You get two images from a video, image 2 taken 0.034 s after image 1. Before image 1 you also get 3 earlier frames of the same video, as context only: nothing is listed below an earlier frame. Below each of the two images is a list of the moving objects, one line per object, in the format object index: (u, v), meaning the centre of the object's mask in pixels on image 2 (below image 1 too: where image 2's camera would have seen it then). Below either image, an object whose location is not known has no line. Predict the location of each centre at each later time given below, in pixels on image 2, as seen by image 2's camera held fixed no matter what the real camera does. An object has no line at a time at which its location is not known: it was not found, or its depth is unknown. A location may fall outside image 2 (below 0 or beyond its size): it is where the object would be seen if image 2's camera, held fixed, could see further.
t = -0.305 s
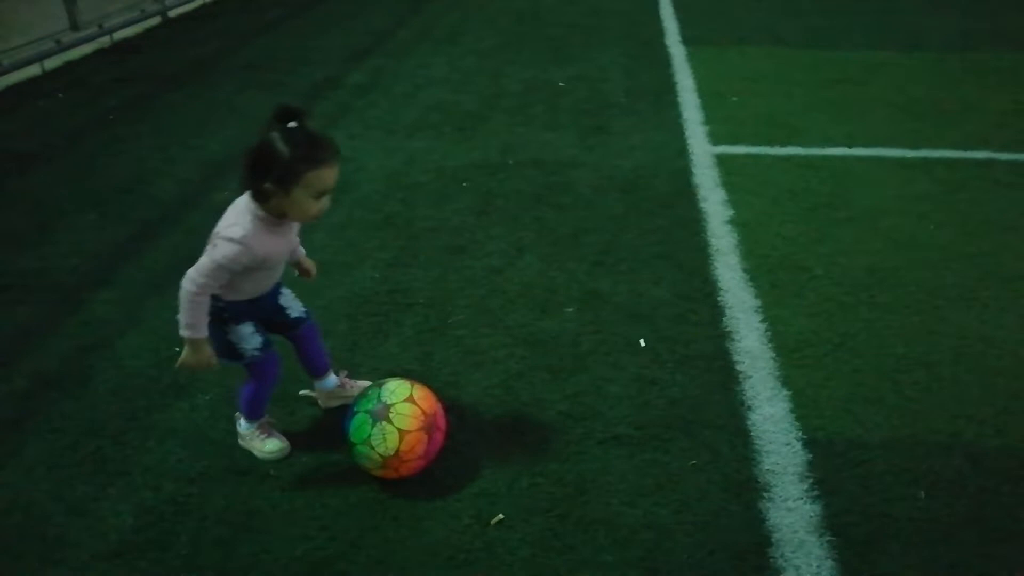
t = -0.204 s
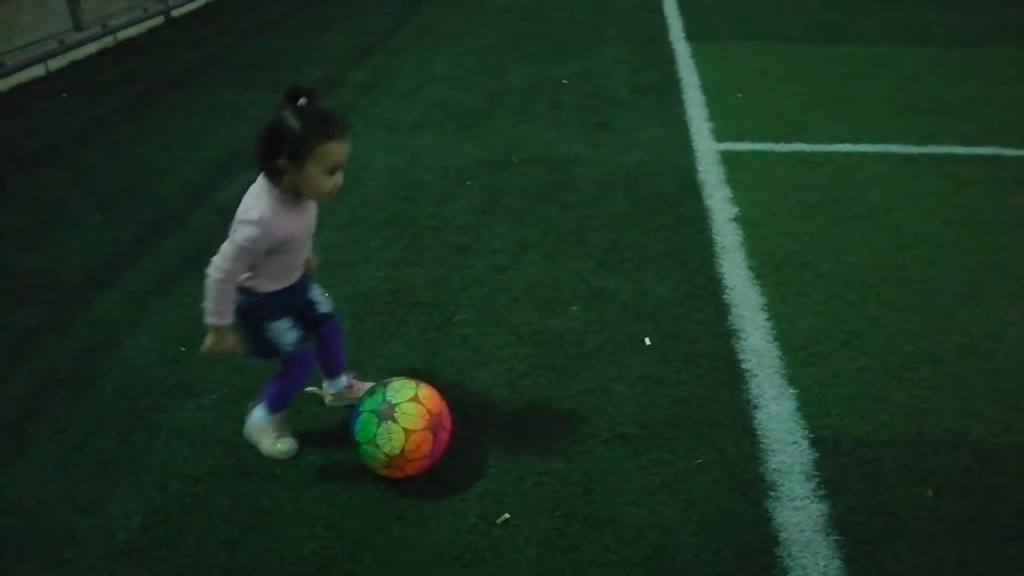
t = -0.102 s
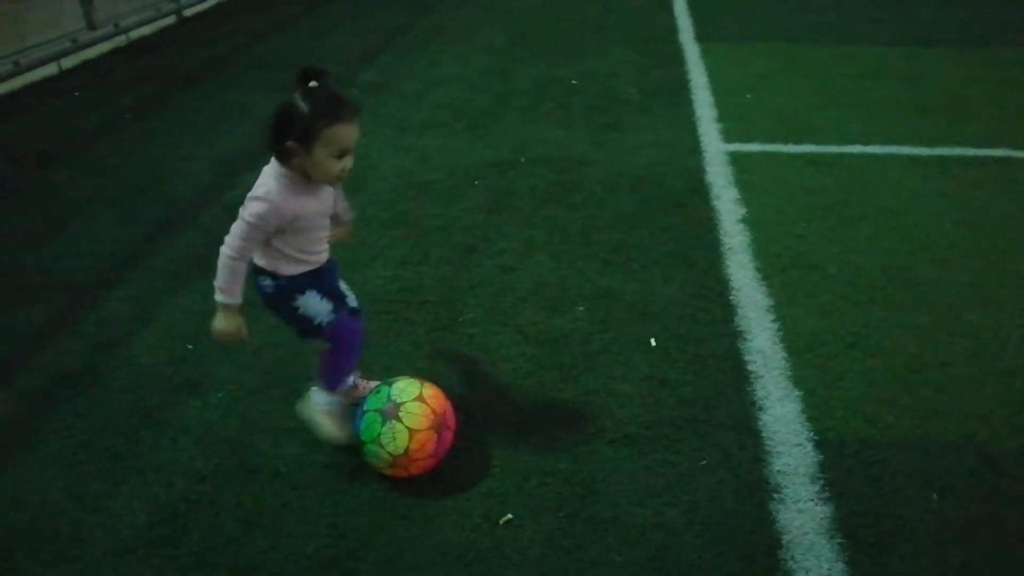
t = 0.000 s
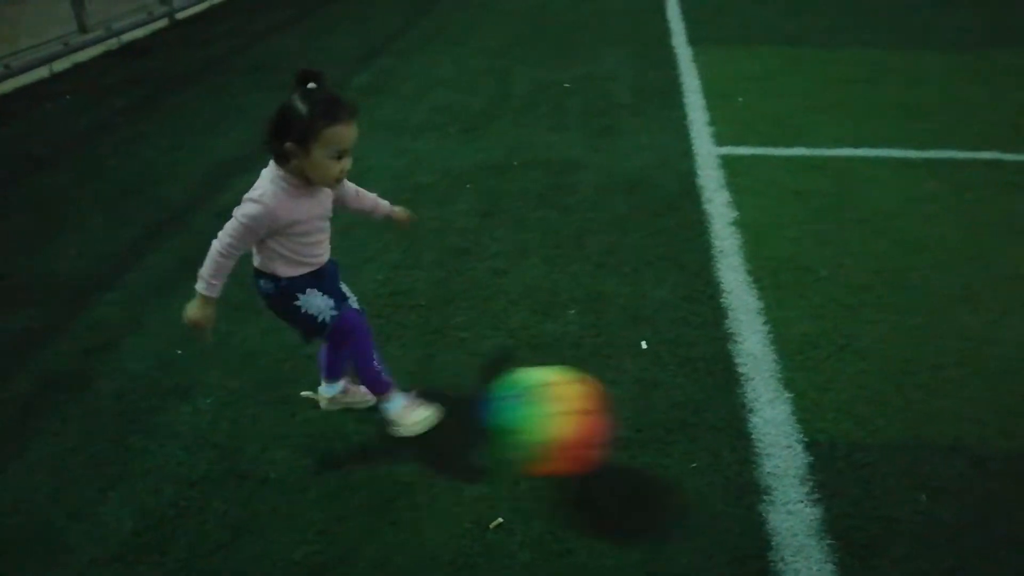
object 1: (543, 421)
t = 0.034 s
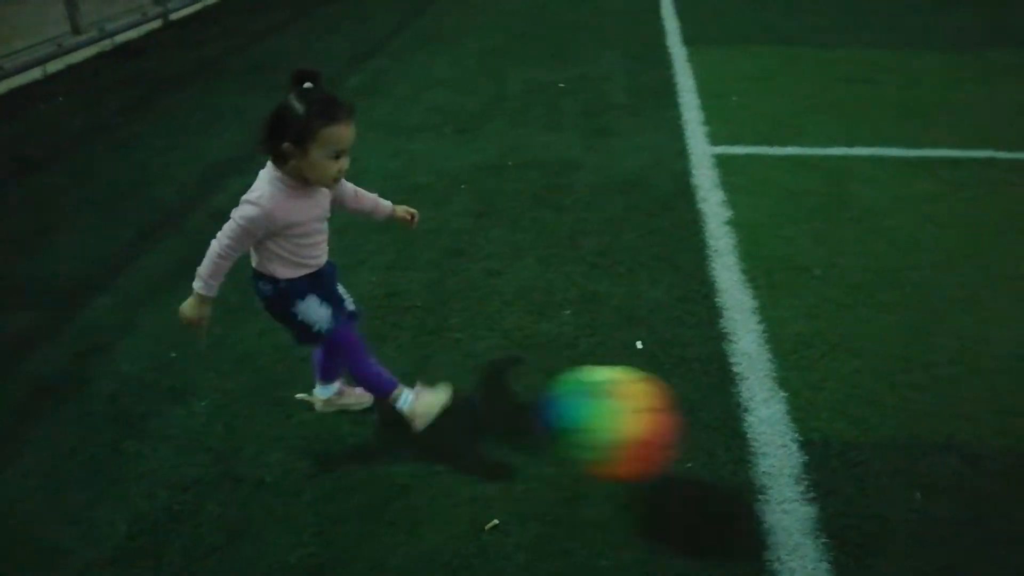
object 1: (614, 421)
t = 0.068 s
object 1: (685, 426)
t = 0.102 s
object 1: (764, 436)
